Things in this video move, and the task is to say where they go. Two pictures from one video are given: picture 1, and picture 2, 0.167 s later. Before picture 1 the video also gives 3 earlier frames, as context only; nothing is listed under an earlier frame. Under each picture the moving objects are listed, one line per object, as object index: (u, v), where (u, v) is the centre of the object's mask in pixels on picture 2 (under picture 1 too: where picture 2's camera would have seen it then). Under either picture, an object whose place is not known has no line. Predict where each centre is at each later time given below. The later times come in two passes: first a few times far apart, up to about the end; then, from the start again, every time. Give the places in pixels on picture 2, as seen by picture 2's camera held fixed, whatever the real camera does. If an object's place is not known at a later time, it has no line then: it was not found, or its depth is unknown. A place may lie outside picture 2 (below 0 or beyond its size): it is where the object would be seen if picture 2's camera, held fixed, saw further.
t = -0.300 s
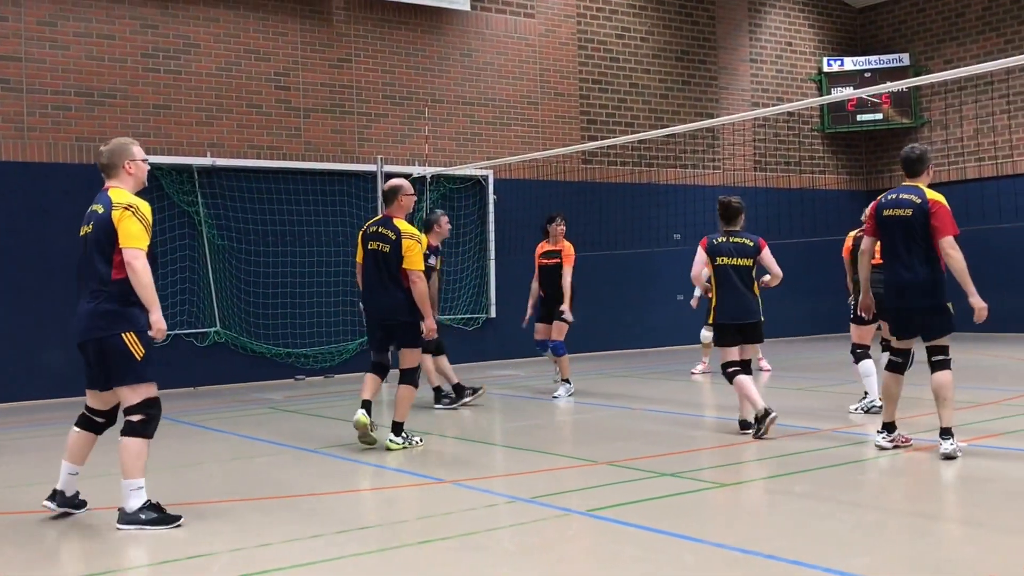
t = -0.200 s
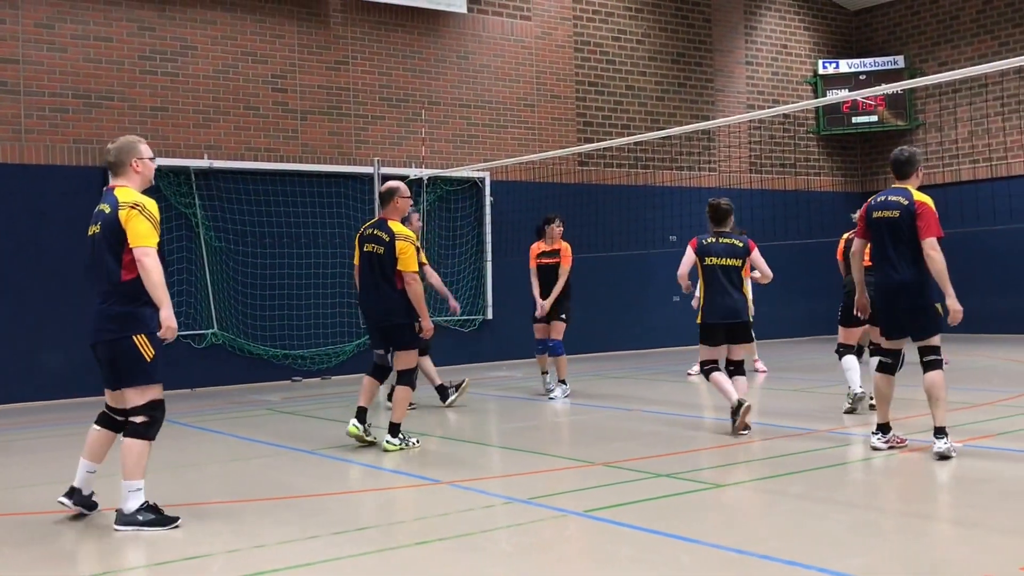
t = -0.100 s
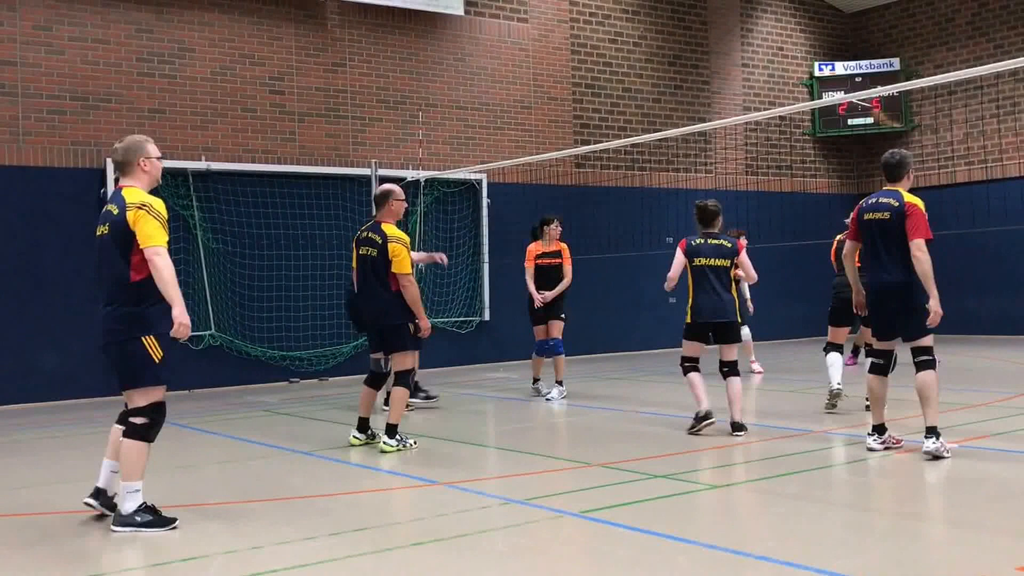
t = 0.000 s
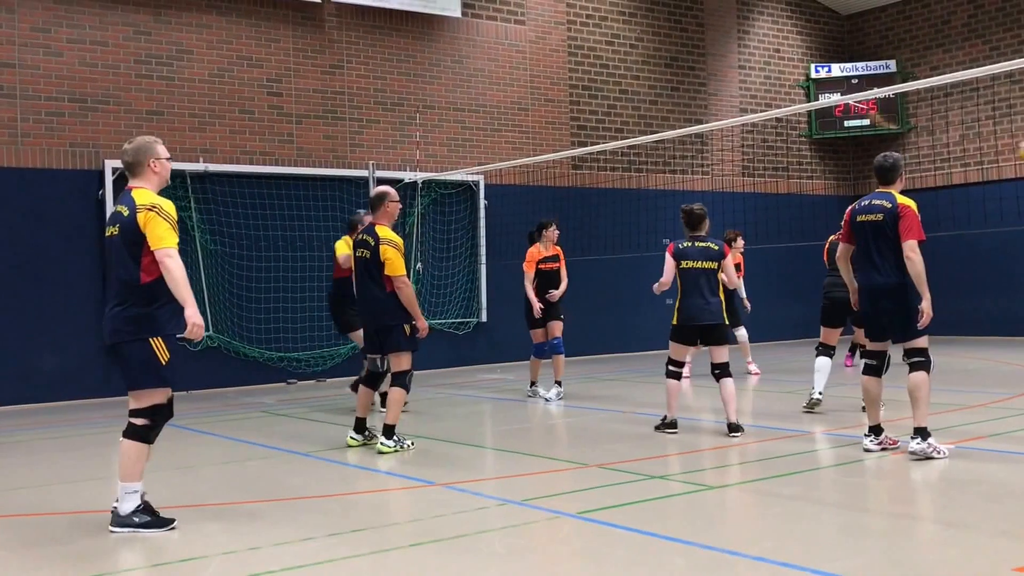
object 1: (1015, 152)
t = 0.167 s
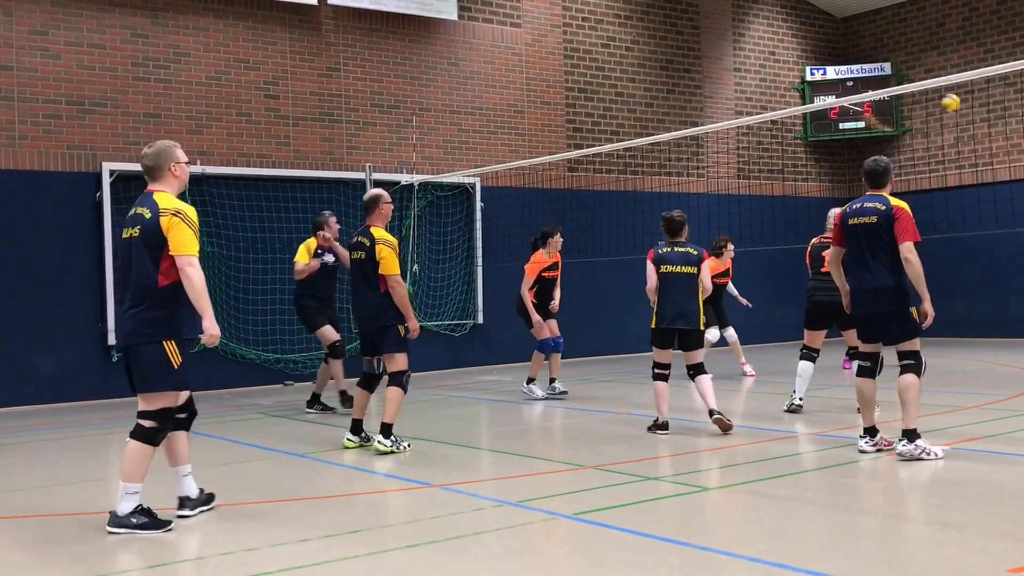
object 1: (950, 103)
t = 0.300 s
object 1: (898, 79)
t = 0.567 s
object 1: (801, 80)
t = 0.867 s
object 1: (703, 142)
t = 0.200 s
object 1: (938, 96)
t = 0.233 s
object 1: (926, 93)
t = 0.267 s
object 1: (910, 80)
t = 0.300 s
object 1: (898, 79)
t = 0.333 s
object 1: (886, 78)
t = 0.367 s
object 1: (874, 76)
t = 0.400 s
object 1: (861, 75)
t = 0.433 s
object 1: (849, 74)
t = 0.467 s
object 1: (837, 74)
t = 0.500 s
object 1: (825, 75)
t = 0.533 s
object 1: (812, 76)
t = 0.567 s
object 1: (801, 80)
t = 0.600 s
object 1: (789, 83)
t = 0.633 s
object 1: (779, 88)
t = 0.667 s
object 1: (767, 93)
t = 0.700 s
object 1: (757, 100)
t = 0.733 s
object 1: (744, 107)
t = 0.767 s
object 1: (734, 113)
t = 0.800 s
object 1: (723, 119)
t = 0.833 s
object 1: (714, 134)
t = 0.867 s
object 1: (703, 142)
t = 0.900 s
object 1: (693, 151)
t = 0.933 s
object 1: (684, 163)
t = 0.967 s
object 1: (672, 176)
